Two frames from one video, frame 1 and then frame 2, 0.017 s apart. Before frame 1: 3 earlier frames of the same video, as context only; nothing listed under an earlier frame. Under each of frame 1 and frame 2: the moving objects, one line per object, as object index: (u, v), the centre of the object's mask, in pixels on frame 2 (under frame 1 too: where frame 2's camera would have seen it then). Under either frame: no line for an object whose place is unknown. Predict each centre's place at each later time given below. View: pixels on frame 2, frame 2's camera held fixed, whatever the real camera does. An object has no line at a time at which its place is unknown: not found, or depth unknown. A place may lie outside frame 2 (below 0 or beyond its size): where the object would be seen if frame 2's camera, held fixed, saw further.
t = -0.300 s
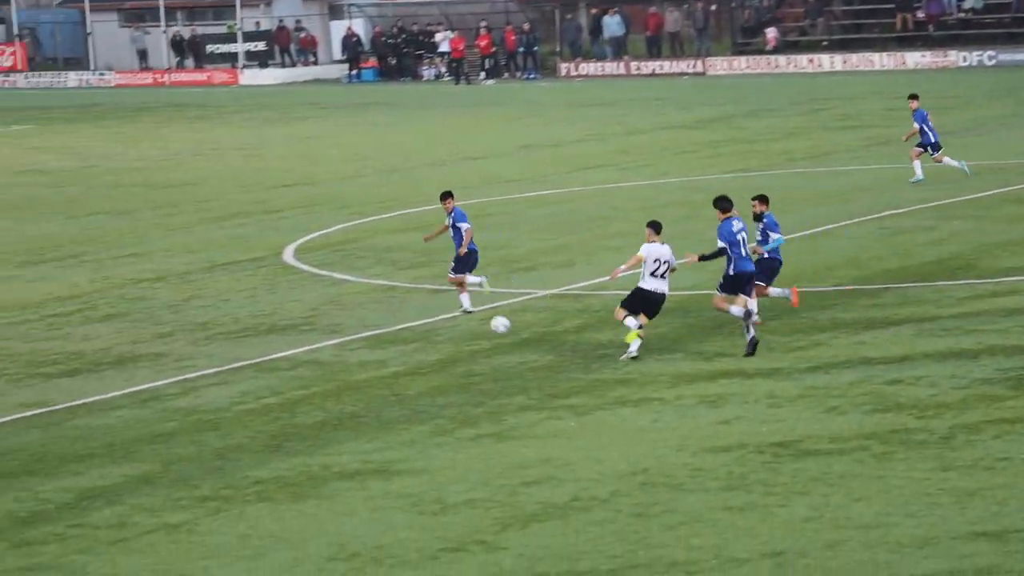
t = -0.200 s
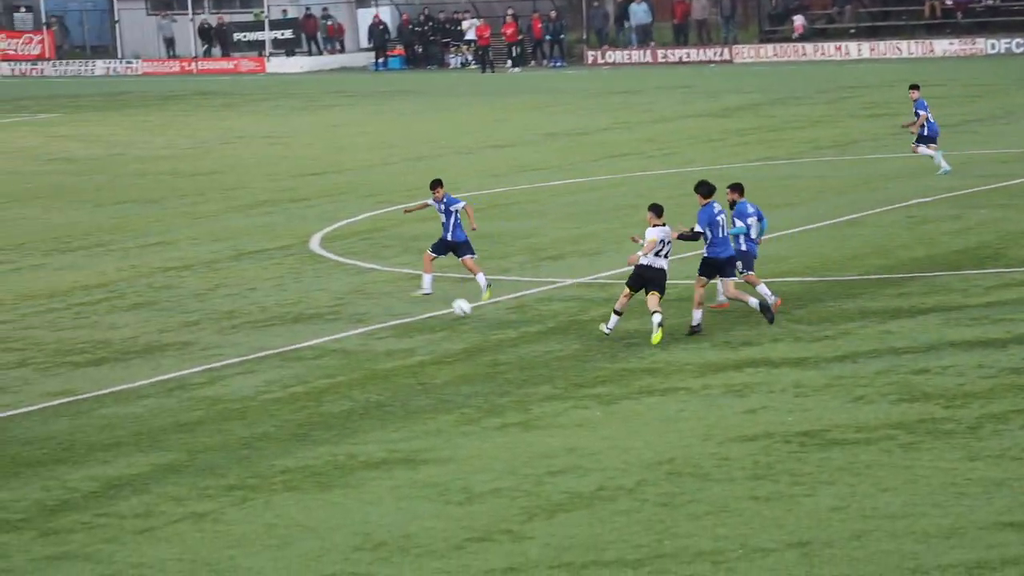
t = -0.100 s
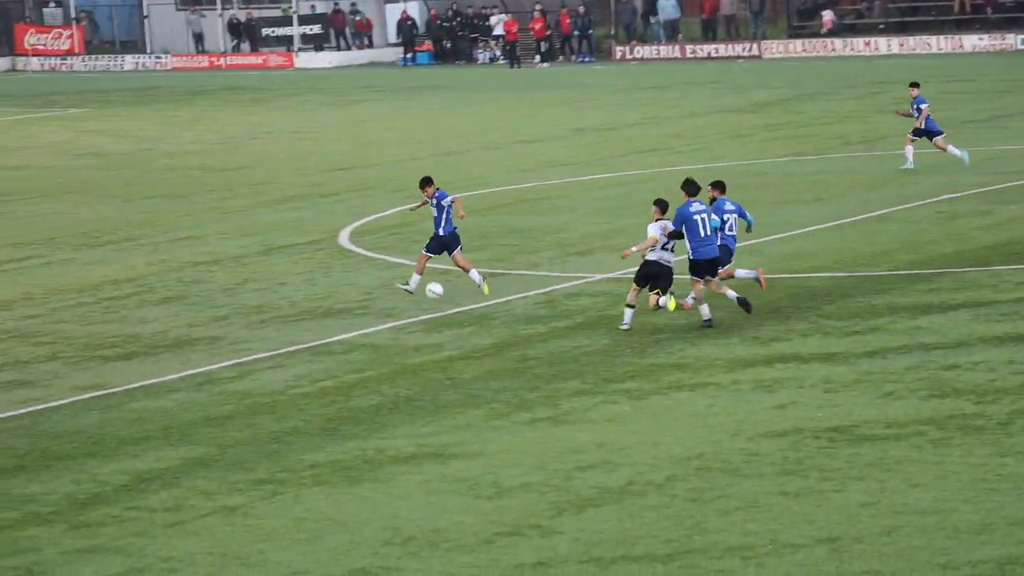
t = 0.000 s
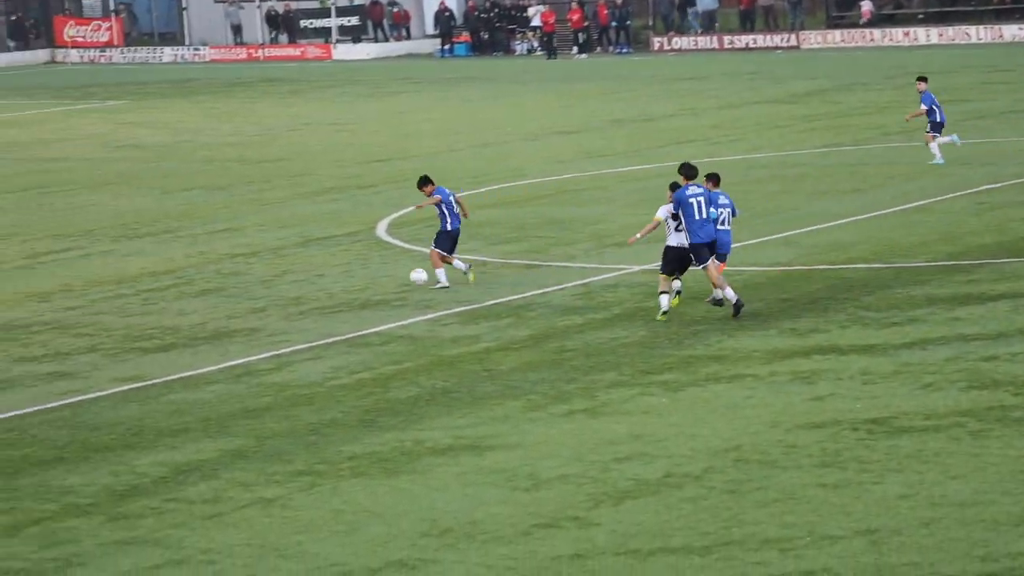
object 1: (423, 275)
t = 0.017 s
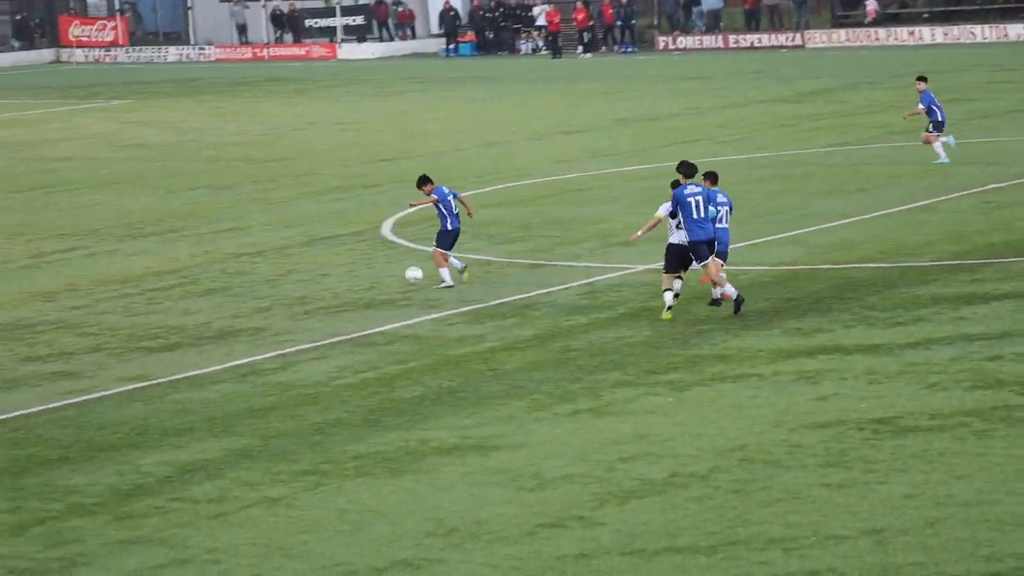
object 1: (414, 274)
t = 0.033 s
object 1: (405, 274)
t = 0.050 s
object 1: (396, 272)
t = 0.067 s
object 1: (387, 272)
